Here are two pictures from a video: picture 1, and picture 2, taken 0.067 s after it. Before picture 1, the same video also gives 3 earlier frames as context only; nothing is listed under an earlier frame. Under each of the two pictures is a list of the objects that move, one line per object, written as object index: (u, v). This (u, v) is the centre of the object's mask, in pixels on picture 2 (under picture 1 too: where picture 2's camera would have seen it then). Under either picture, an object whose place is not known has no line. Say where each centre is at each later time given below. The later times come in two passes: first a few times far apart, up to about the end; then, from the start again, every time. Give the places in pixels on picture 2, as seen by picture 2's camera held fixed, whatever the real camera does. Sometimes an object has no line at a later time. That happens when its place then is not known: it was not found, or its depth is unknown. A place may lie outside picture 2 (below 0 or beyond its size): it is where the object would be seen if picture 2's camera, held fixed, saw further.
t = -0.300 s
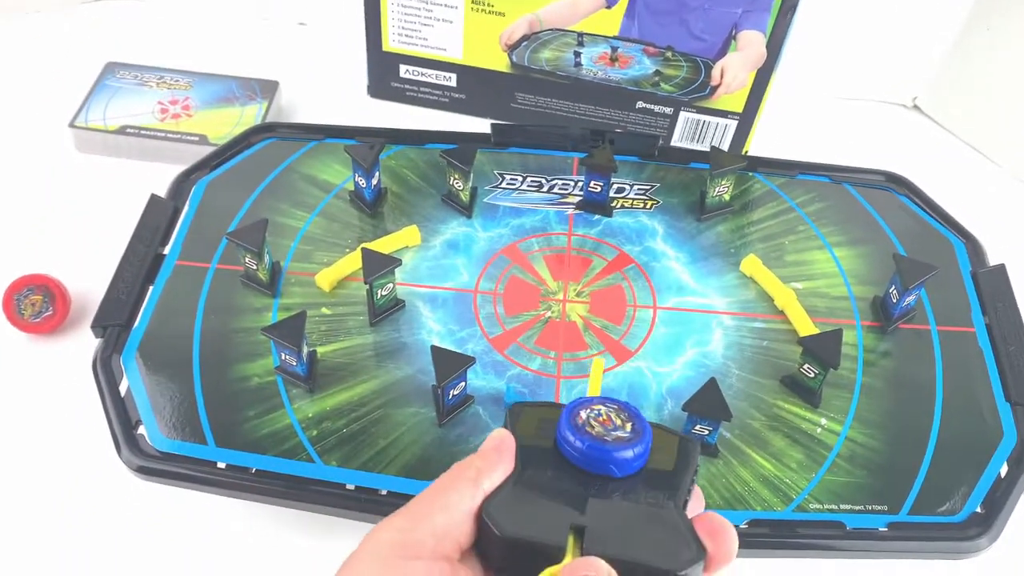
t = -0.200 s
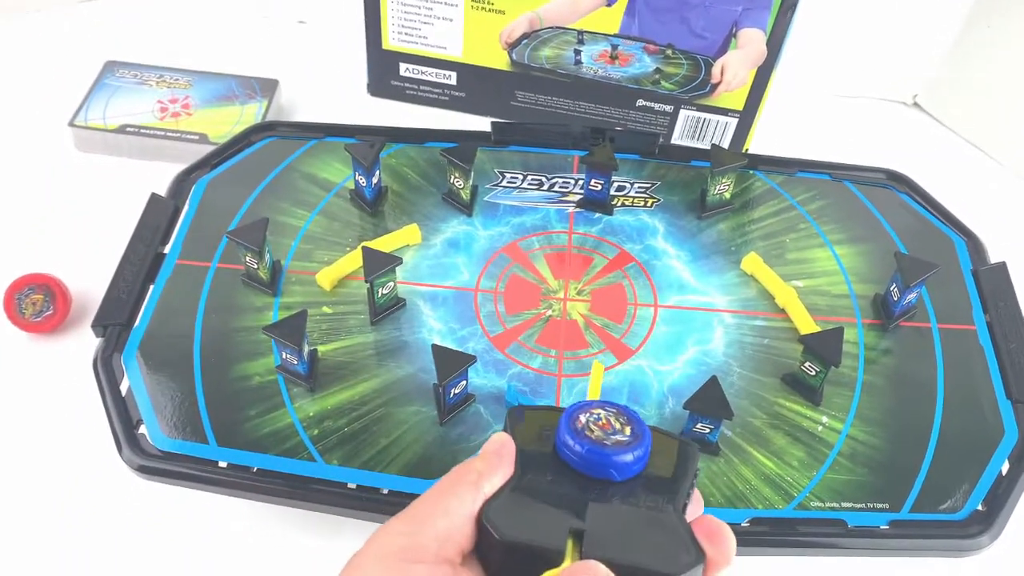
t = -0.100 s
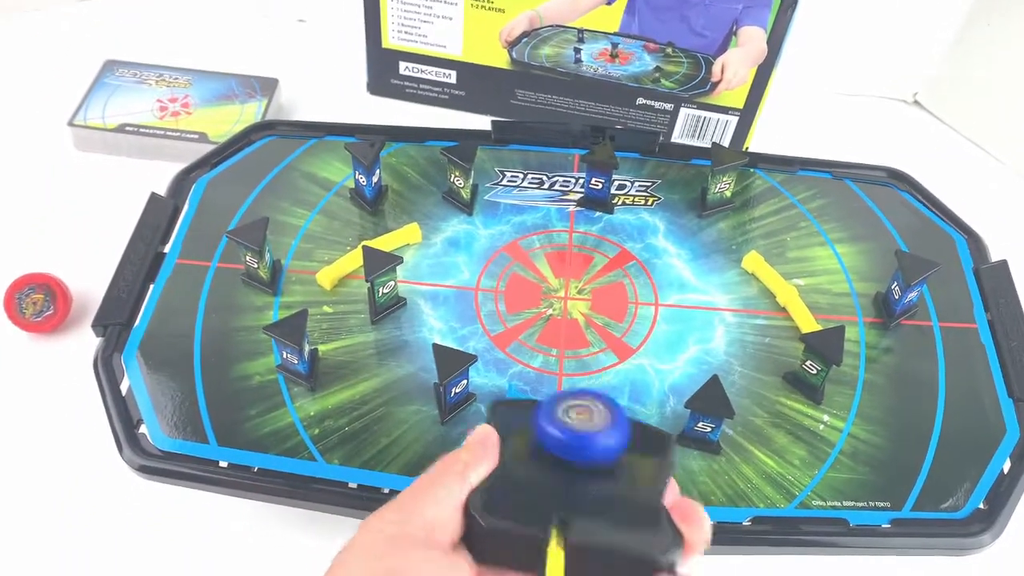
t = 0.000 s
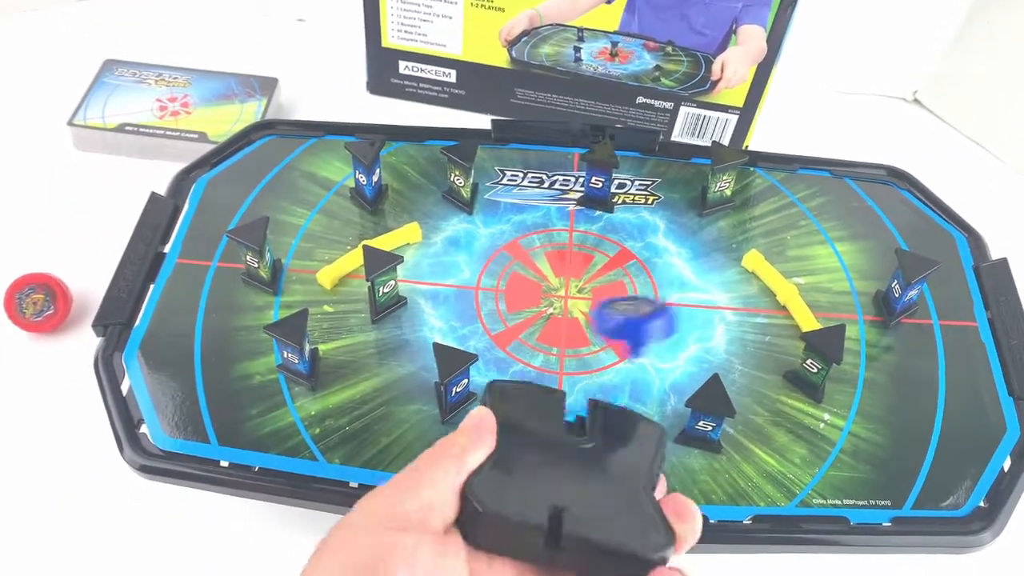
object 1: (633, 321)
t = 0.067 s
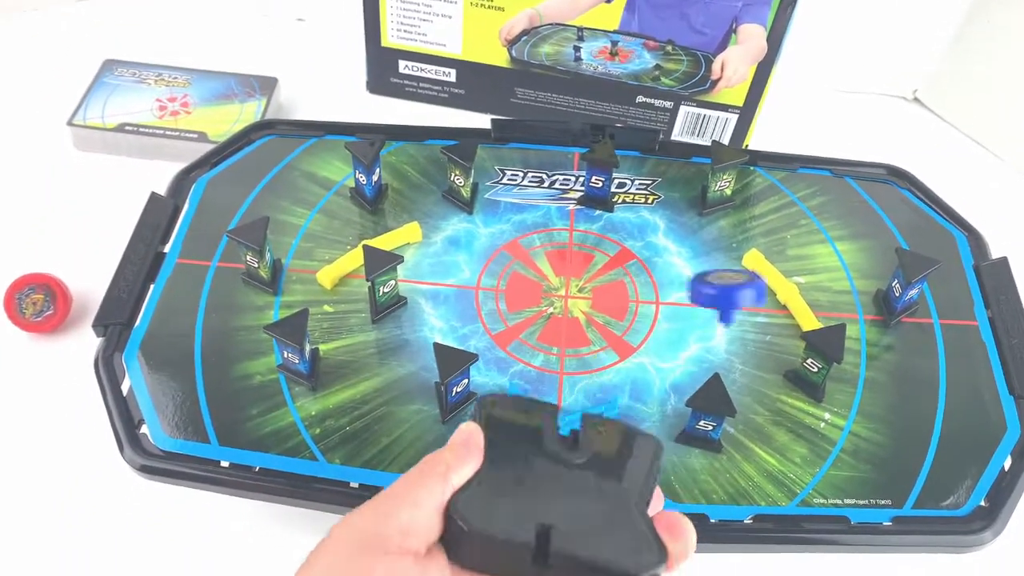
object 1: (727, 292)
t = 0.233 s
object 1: (781, 279)
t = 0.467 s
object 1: (839, 233)
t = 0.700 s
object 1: (828, 153)
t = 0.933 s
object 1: (766, 153)
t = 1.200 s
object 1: (648, 152)
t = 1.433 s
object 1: (537, 118)
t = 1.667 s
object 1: (444, 127)
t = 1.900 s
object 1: (479, 117)
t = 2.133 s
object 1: (561, 125)
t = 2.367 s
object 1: (583, 128)
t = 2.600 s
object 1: (575, 128)
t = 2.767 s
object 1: (545, 128)
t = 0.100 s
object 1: (755, 299)
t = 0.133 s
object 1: (771, 278)
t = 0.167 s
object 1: (776, 272)
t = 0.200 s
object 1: (775, 281)
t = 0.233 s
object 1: (781, 279)
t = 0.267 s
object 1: (788, 277)
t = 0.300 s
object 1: (797, 273)
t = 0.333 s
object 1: (805, 269)
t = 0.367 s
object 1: (815, 262)
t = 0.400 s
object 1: (824, 253)
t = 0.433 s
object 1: (832, 244)
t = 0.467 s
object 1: (839, 233)
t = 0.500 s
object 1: (843, 222)
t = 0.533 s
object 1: (845, 211)
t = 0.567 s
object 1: (845, 200)
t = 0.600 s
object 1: (843, 190)
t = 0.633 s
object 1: (839, 177)
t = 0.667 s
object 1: (833, 164)
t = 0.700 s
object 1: (828, 153)
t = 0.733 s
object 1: (821, 153)
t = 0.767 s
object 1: (813, 157)
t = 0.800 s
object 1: (804, 157)
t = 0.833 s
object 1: (795, 156)
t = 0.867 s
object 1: (787, 157)
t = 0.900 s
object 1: (777, 155)
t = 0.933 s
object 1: (766, 153)
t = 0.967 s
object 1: (756, 153)
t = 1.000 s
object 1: (744, 147)
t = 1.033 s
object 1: (722, 144)
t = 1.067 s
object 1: (700, 148)
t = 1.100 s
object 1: (688, 149)
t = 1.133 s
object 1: (679, 150)
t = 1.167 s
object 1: (664, 150)
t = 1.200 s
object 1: (648, 152)
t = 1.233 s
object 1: (633, 152)
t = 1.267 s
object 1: (617, 140)
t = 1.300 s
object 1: (603, 121)
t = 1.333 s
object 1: (587, 118)
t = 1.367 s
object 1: (572, 126)
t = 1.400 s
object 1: (554, 121)
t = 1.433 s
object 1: (537, 118)
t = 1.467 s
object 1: (520, 115)
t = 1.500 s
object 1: (505, 114)
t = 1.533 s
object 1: (493, 115)
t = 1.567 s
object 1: (481, 115)
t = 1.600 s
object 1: (468, 116)
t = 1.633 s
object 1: (457, 123)
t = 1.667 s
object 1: (444, 127)
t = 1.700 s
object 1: (432, 134)
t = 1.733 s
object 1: (422, 142)
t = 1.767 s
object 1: (414, 150)
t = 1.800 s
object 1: (408, 157)
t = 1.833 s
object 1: (422, 147)
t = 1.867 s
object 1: (455, 126)
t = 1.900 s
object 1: (479, 117)
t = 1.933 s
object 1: (496, 122)
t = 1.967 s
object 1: (513, 122)
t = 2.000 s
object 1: (527, 123)
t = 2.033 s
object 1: (539, 124)
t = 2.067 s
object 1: (547, 125)
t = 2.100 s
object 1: (554, 125)
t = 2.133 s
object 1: (561, 125)
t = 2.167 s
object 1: (568, 124)
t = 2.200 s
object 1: (573, 123)
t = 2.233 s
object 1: (577, 124)
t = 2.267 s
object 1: (580, 127)
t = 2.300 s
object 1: (581, 129)
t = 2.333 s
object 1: (582, 129)
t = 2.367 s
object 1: (583, 128)
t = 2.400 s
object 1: (584, 126)
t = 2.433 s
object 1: (585, 125)
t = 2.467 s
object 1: (583, 127)
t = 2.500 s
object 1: (582, 127)
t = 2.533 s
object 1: (580, 127)
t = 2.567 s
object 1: (578, 128)
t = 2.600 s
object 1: (575, 128)
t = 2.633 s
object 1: (572, 129)
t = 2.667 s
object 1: (568, 129)
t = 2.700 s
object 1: (561, 128)
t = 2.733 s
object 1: (554, 128)
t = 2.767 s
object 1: (545, 128)
